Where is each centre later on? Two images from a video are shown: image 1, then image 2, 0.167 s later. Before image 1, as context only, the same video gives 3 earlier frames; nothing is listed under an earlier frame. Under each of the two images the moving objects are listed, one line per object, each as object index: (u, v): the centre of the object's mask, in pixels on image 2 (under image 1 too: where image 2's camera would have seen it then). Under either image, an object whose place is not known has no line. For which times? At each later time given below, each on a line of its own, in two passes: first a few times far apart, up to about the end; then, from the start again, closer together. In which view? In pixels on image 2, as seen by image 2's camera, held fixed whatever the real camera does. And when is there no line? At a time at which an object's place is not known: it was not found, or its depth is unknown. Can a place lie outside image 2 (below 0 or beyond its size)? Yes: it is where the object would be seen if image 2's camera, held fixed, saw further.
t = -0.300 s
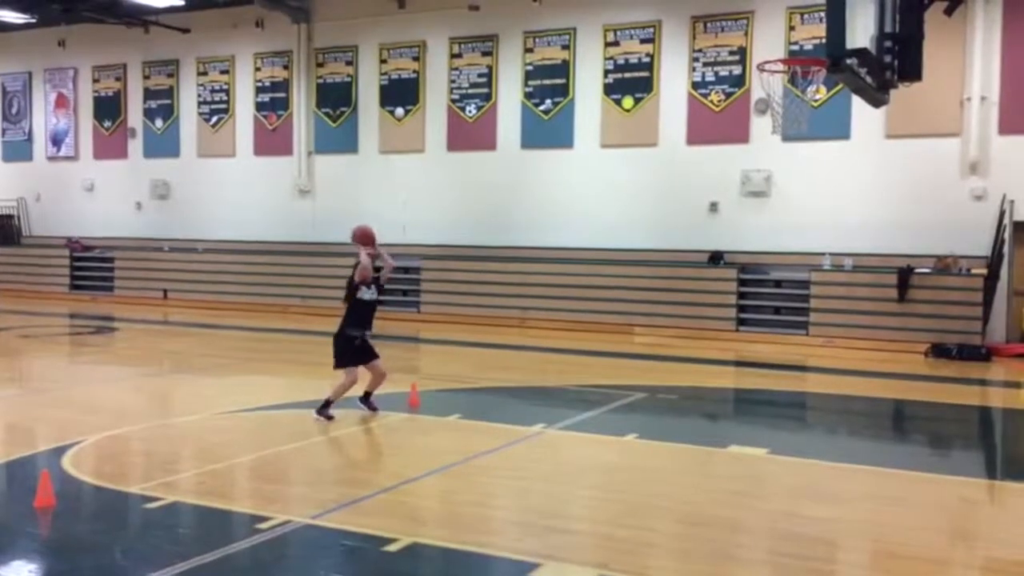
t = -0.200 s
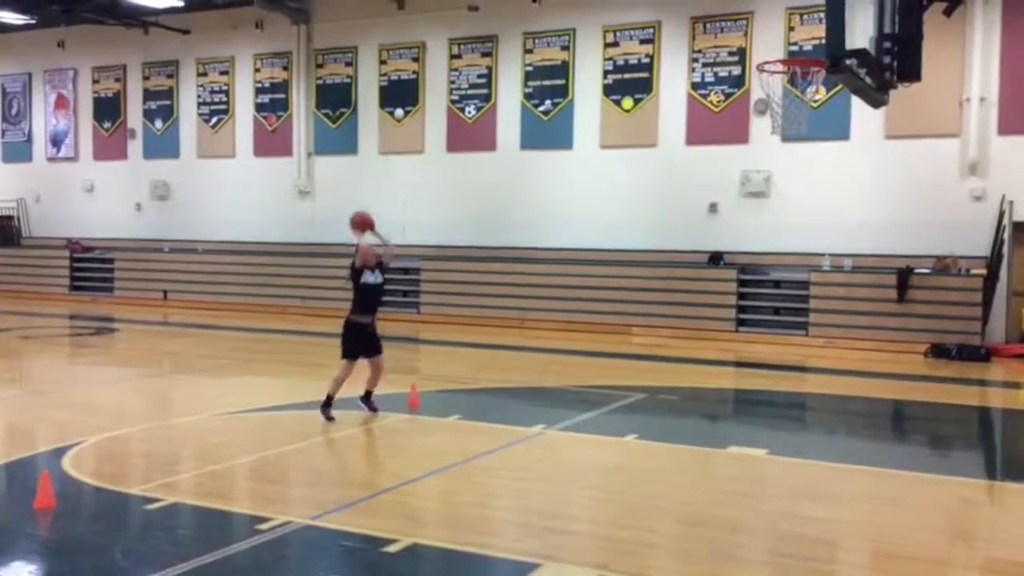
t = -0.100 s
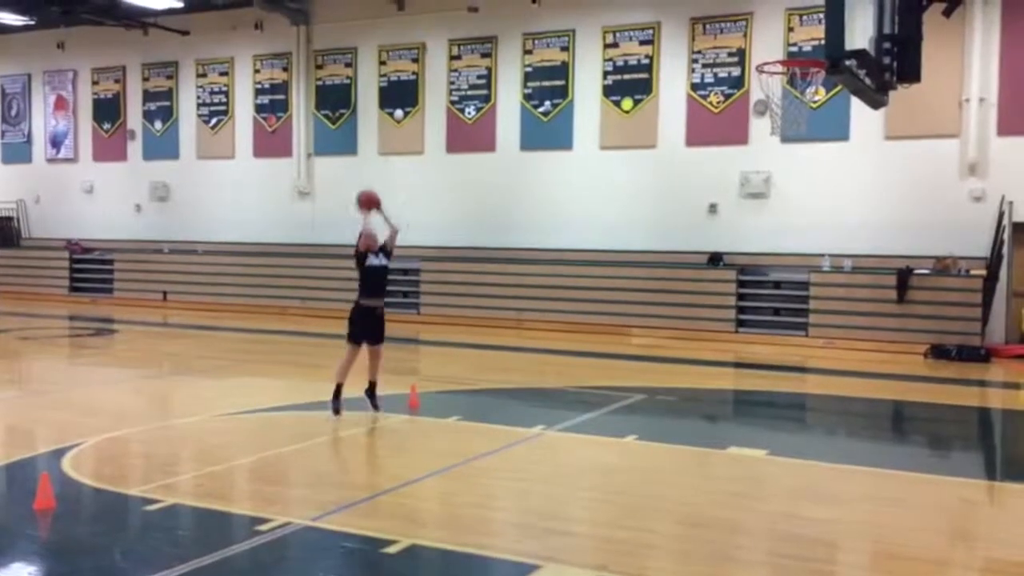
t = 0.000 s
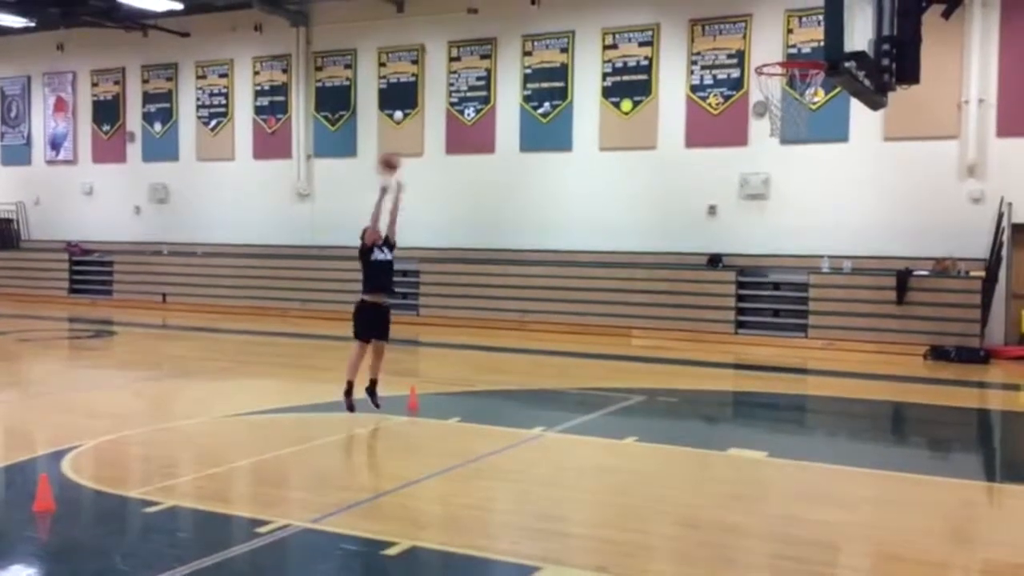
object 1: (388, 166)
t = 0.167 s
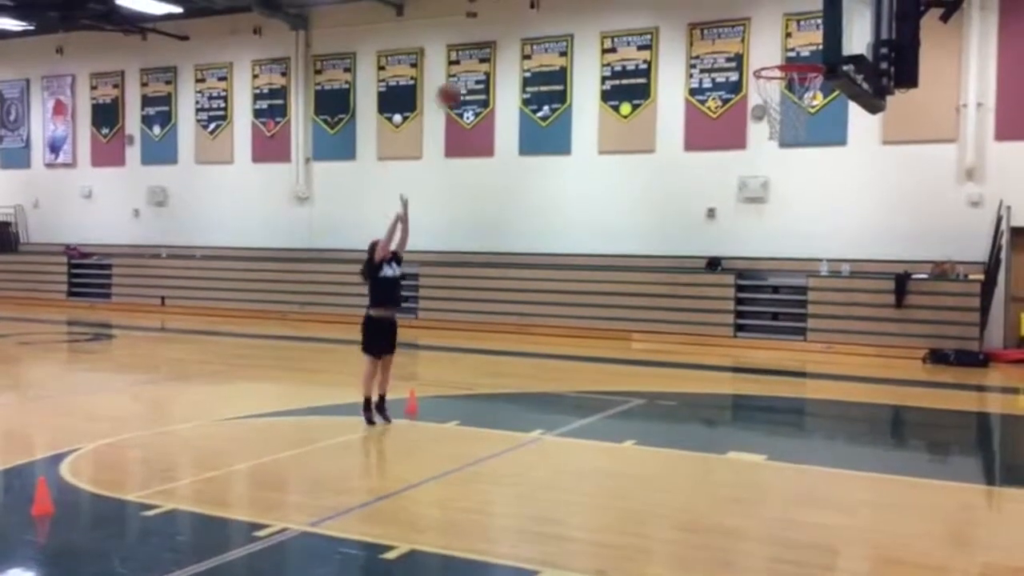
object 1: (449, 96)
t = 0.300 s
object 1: (504, 52)
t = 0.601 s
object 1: (649, 13)
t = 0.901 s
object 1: (813, 102)
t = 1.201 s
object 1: (768, 288)
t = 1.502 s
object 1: (716, 462)
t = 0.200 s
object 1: (461, 84)
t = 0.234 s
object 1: (474, 71)
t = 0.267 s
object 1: (489, 63)
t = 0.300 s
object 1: (504, 52)
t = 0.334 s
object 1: (516, 44)
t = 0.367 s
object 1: (530, 36)
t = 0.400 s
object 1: (546, 29)
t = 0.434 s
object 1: (564, 23)
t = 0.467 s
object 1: (581, 18)
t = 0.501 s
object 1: (597, 15)
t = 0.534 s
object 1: (614, 13)
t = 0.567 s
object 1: (632, 12)
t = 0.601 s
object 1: (649, 13)
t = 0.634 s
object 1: (667, 17)
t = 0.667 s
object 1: (685, 21)
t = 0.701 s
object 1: (703, 28)
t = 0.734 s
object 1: (725, 34)
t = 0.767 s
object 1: (749, 44)
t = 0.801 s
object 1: (767, 54)
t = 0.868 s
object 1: (817, 83)
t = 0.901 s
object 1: (813, 102)
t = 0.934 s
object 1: (808, 118)
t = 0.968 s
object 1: (804, 134)
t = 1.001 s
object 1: (799, 149)
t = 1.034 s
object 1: (793, 168)
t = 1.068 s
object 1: (789, 187)
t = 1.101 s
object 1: (783, 210)
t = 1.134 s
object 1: (778, 232)
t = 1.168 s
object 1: (774, 262)
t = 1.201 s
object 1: (768, 288)
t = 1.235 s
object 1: (764, 317)
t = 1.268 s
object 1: (758, 352)
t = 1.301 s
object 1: (753, 386)
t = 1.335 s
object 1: (747, 420)
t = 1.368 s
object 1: (744, 457)
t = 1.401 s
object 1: (740, 496)
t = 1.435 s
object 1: (732, 516)
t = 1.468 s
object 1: (724, 487)
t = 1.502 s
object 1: (716, 462)
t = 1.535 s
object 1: (707, 432)
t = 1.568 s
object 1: (700, 413)
